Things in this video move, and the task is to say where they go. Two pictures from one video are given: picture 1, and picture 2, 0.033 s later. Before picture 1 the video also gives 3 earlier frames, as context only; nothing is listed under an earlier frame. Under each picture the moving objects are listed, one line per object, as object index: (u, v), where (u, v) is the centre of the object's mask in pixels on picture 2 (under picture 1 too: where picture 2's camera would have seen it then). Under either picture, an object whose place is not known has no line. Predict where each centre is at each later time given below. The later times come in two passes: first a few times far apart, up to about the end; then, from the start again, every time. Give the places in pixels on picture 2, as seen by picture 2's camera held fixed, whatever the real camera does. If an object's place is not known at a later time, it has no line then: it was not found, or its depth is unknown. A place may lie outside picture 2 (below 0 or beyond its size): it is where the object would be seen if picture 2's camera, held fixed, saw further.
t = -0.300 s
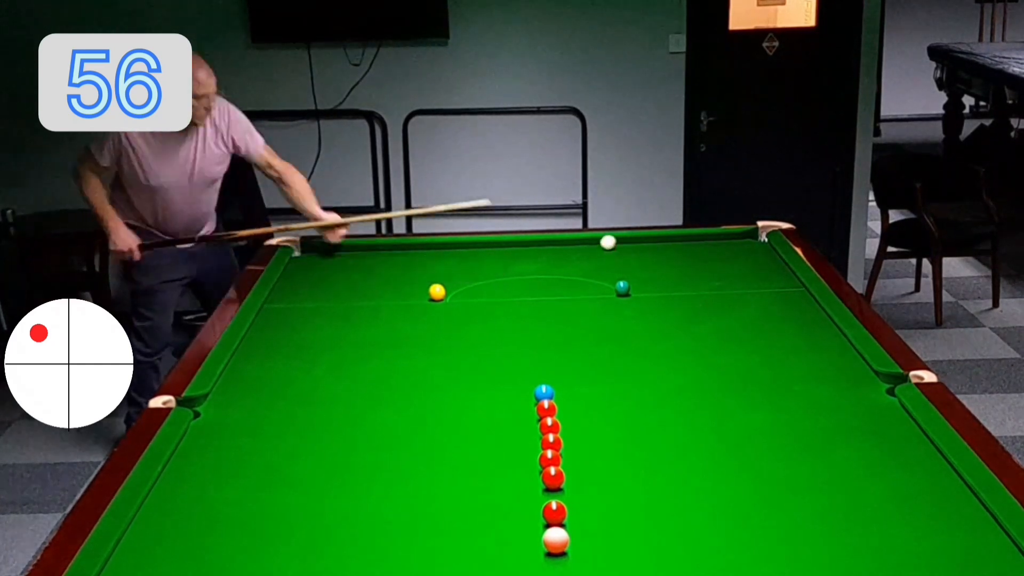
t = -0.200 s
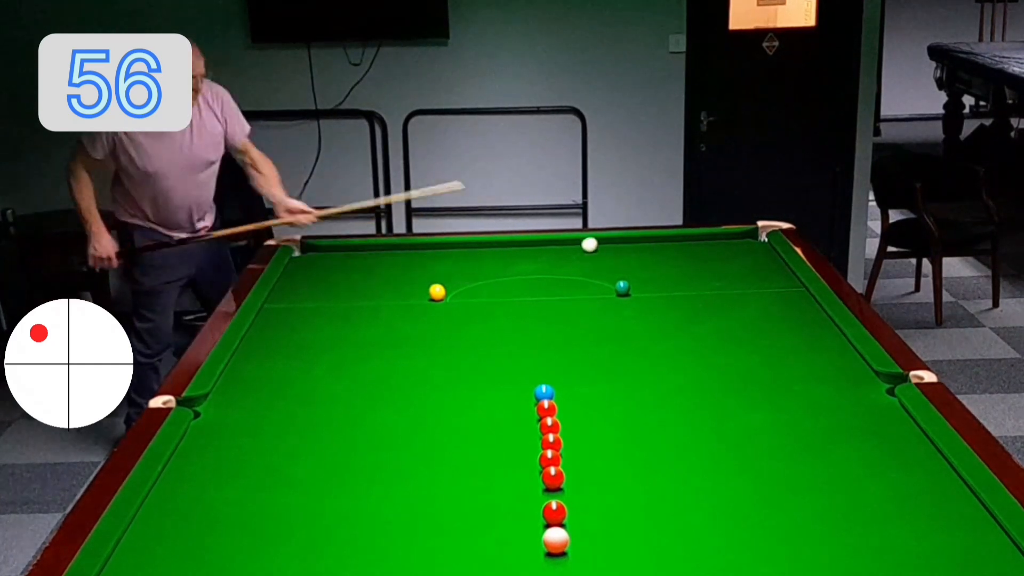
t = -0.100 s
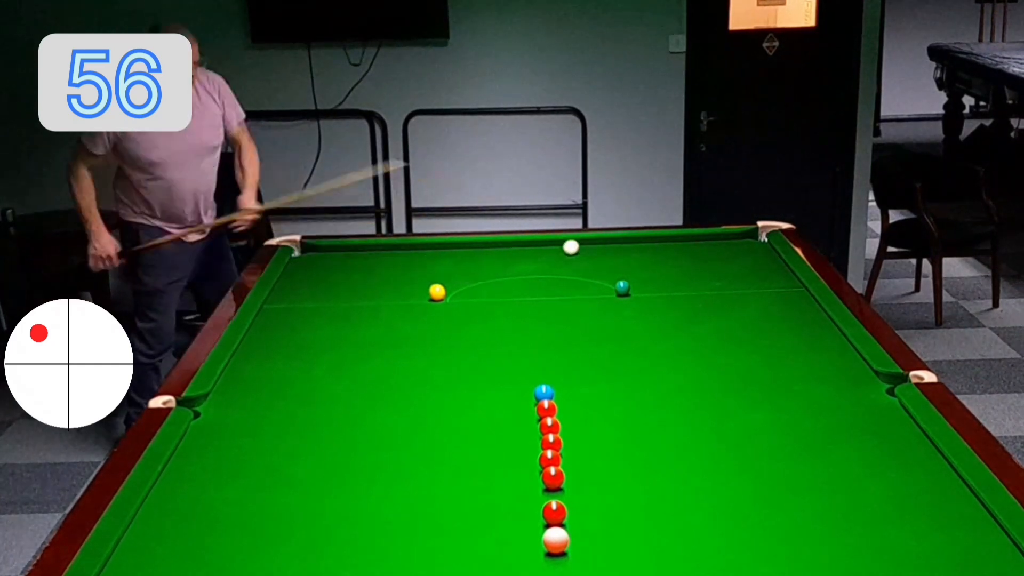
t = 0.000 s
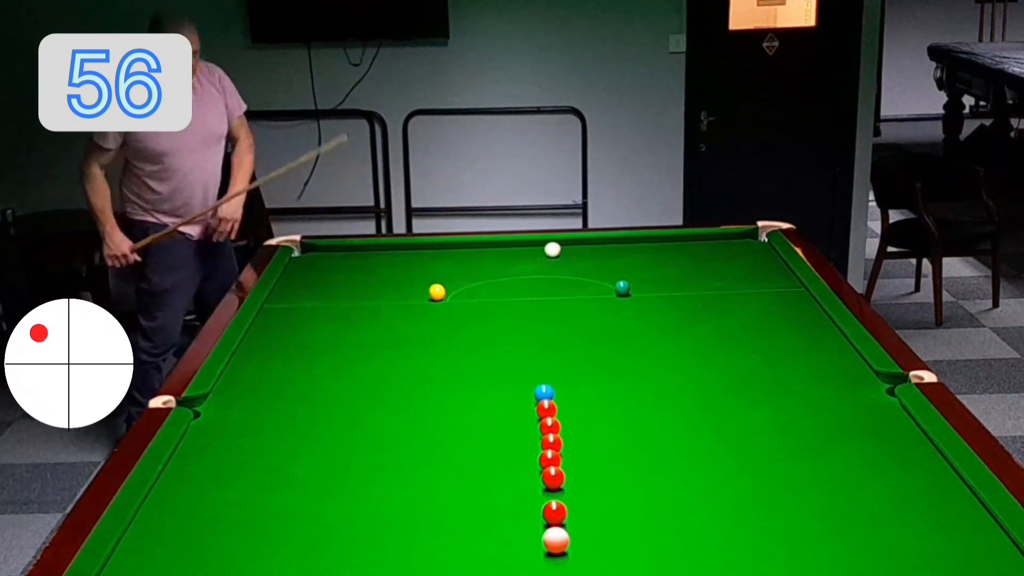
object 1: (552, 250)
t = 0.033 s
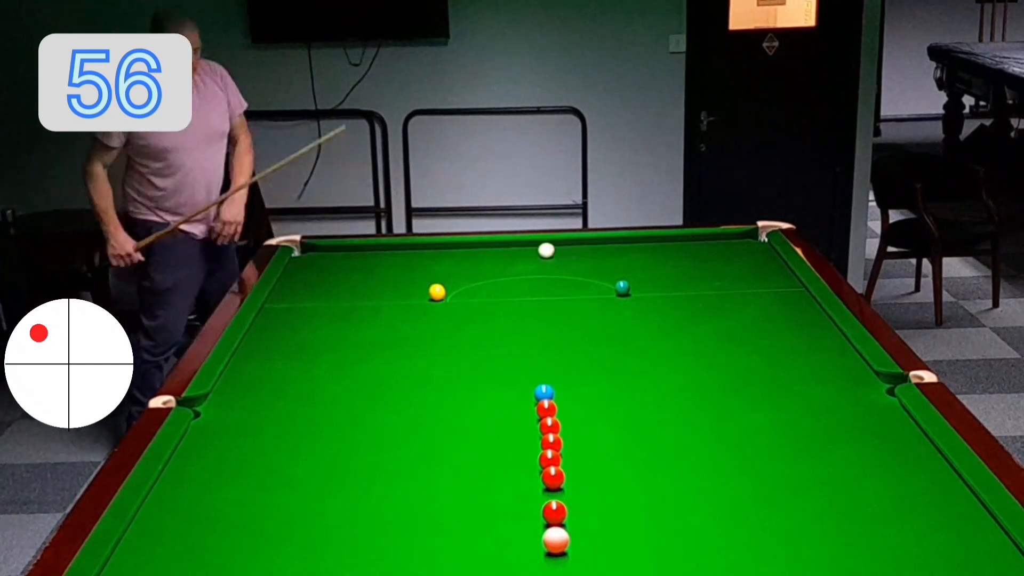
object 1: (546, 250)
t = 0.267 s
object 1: (503, 256)
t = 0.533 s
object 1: (454, 262)
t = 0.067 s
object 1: (540, 251)
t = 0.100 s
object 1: (534, 252)
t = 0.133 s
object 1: (528, 253)
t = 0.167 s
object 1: (522, 253)
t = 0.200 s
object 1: (515, 254)
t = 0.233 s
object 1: (509, 255)
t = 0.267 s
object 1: (503, 256)
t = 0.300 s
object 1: (497, 257)
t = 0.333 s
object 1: (491, 257)
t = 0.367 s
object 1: (485, 258)
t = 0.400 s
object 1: (479, 259)
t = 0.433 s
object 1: (472, 260)
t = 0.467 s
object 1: (467, 260)
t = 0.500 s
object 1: (460, 261)
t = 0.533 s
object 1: (454, 262)
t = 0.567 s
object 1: (448, 263)
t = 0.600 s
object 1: (442, 263)
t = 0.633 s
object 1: (436, 264)
